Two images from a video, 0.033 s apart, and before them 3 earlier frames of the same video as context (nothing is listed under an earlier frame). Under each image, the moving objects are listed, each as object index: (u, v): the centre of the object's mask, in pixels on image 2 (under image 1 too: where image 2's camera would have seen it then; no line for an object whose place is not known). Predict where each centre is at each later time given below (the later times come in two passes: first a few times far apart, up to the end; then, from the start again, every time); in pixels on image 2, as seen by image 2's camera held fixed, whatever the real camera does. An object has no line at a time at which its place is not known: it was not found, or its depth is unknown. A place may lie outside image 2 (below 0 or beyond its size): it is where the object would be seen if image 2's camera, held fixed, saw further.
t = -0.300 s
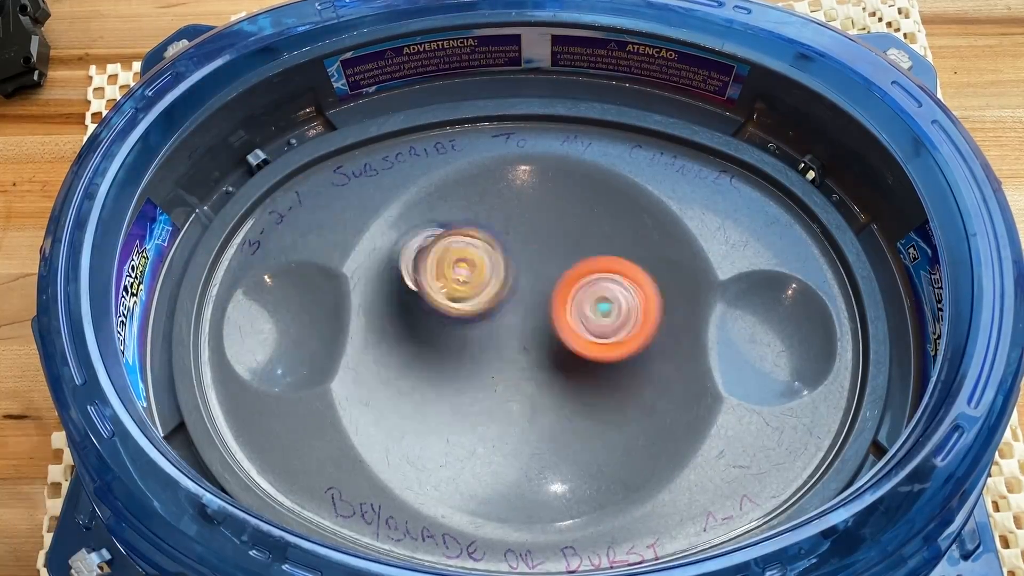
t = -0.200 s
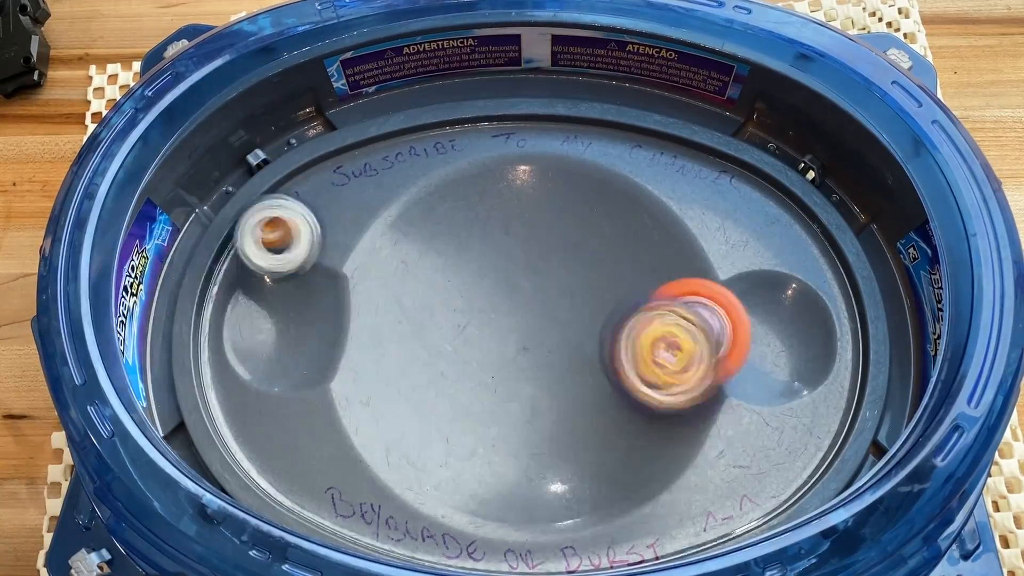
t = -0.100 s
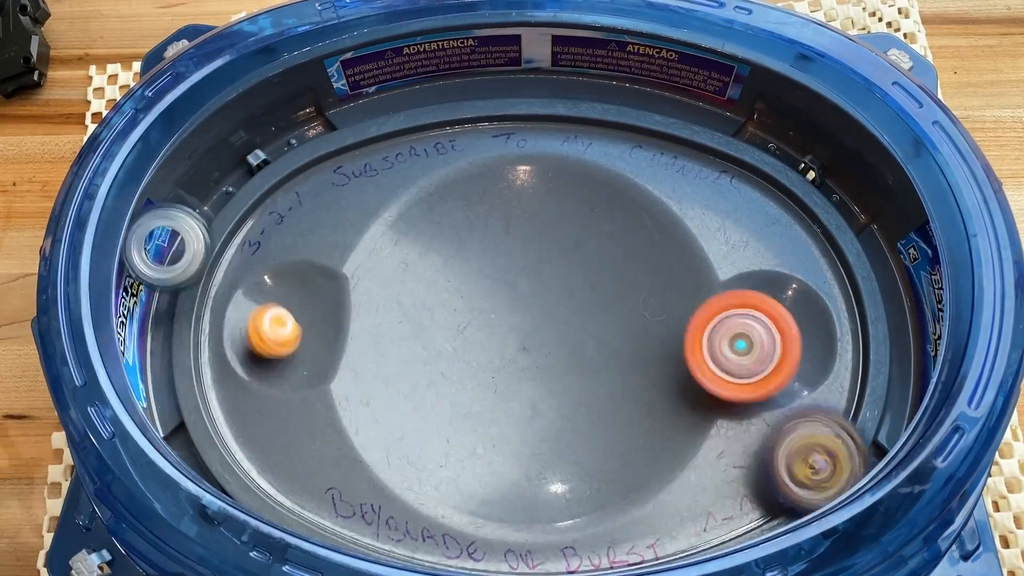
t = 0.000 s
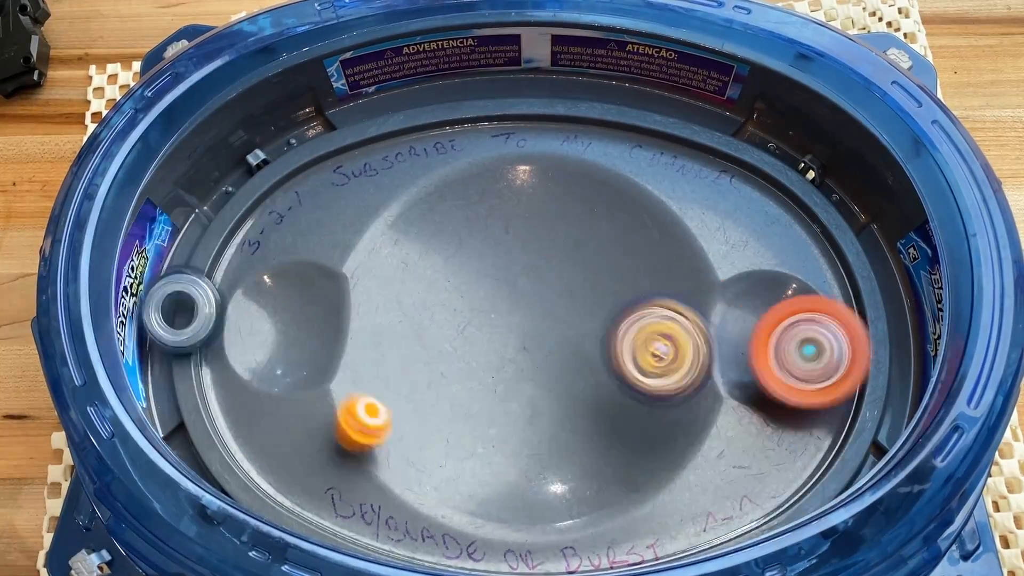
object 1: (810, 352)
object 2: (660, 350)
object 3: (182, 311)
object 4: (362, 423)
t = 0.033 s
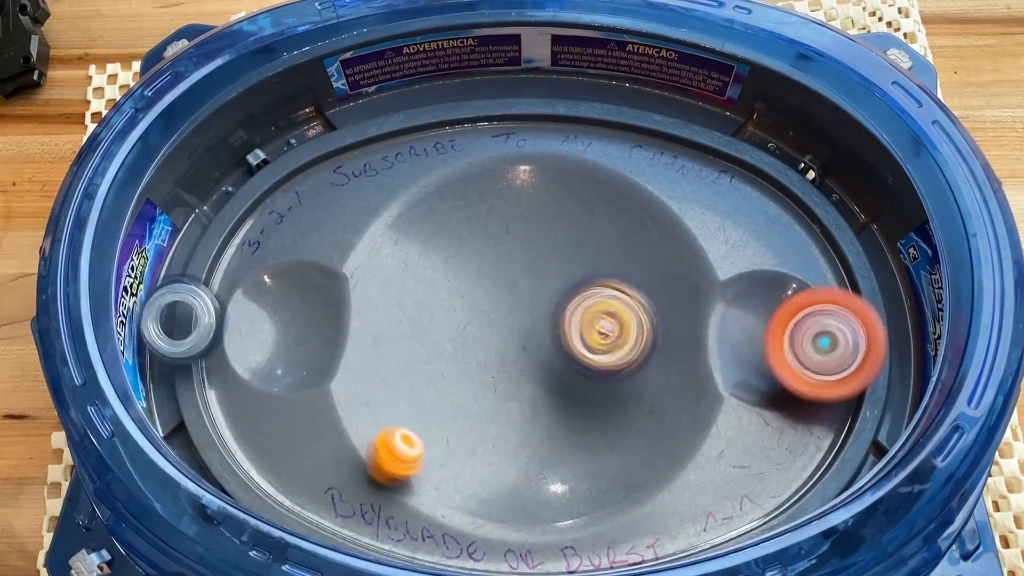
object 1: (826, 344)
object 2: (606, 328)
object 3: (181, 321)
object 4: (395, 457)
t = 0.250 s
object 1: (737, 315)
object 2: (314, 173)
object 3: (201, 419)
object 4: (616, 449)
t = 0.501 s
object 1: (779, 376)
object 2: (327, 307)
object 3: (444, 327)
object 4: (599, 217)
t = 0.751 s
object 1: (732, 319)
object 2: (614, 431)
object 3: (619, 320)
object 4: (776, 140)
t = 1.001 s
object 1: (588, 367)
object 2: (715, 460)
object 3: (569, 276)
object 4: (276, 79)
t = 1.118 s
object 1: (524, 398)
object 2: (732, 428)
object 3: (532, 244)
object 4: (212, 430)
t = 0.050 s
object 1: (829, 339)
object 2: (580, 319)
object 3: (184, 329)
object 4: (413, 467)
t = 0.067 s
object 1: (829, 333)
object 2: (555, 314)
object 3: (188, 339)
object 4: (430, 475)
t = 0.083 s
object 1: (828, 326)
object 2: (532, 307)
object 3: (194, 350)
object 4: (448, 485)
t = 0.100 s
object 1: (824, 319)
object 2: (507, 289)
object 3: (199, 359)
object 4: (465, 490)
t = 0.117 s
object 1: (819, 312)
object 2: (481, 270)
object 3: (199, 364)
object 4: (483, 494)
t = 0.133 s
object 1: (811, 305)
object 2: (456, 255)
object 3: (201, 371)
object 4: (499, 497)
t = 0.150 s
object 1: (802, 300)
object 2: (431, 240)
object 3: (205, 379)
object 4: (518, 495)
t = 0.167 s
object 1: (792, 297)
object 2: (408, 229)
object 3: (207, 387)
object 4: (535, 493)
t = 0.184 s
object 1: (781, 296)
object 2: (387, 213)
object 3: (207, 393)
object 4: (553, 488)
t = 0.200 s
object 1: (769, 298)
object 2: (368, 200)
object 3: (207, 400)
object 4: (570, 479)
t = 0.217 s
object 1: (758, 302)
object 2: (348, 187)
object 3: (206, 406)
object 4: (586, 471)
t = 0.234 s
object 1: (747, 308)
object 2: (330, 179)
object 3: (203, 413)
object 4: (601, 460)
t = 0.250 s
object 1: (737, 315)
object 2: (314, 173)
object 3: (201, 419)
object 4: (616, 449)
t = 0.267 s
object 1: (729, 323)
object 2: (301, 168)
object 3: (199, 424)
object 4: (630, 437)
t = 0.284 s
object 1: (723, 332)
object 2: (287, 168)
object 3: (199, 427)
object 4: (641, 421)
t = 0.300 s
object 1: (720, 340)
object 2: (276, 170)
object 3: (218, 423)
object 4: (652, 408)
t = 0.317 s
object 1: (718, 349)
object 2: (265, 175)
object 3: (240, 416)
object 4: (656, 394)
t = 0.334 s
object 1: (720, 356)
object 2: (259, 185)
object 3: (264, 410)
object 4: (635, 390)
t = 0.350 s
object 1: (721, 365)
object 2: (262, 197)
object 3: (288, 403)
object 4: (604, 386)
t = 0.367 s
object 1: (725, 369)
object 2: (263, 208)
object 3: (314, 399)
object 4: (574, 381)
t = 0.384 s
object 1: (729, 374)
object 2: (268, 220)
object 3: (338, 389)
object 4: (543, 370)
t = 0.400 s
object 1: (734, 378)
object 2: (274, 231)
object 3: (361, 377)
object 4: (513, 362)
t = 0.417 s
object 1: (740, 380)
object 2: (279, 244)
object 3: (384, 366)
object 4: (487, 353)
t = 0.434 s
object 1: (747, 382)
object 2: (286, 261)
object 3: (408, 355)
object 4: (464, 342)
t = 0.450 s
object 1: (755, 382)
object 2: (295, 273)
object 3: (418, 346)
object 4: (492, 308)
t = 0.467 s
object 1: (762, 381)
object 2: (305, 282)
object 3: (425, 338)
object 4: (527, 281)
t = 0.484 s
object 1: (770, 379)
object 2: (315, 293)
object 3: (434, 332)
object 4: (562, 251)
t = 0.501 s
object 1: (779, 376)
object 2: (327, 307)
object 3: (444, 327)
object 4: (599, 217)
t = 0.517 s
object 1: (786, 371)
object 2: (340, 321)
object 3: (454, 323)
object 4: (633, 187)
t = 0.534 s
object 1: (793, 365)
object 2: (355, 338)
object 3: (462, 322)
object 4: (671, 155)
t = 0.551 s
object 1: (800, 359)
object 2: (371, 353)
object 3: (473, 321)
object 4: (702, 125)
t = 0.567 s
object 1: (805, 351)
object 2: (389, 368)
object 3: (483, 321)
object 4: (730, 103)
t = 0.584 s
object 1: (810, 343)
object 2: (408, 384)
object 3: (492, 324)
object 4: (743, 114)
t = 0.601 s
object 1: (812, 333)
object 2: (429, 394)
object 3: (506, 319)
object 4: (752, 134)
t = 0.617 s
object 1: (811, 325)
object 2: (453, 405)
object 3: (522, 316)
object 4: (762, 161)
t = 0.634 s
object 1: (808, 317)
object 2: (475, 412)
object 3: (537, 317)
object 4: (771, 188)
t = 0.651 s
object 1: (801, 310)
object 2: (499, 420)
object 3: (551, 316)
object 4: (780, 217)
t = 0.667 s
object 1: (792, 305)
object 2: (520, 425)
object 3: (568, 317)
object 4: (788, 229)
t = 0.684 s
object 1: (780, 305)
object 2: (541, 429)
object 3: (583, 322)
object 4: (795, 220)
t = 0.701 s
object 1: (767, 308)
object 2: (563, 432)
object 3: (592, 319)
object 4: (795, 197)
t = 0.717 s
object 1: (753, 311)
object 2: (581, 433)
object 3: (601, 318)
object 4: (791, 173)
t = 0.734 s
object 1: (742, 314)
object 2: (599, 432)
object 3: (610, 319)
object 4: (781, 154)
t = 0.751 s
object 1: (732, 319)
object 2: (614, 431)
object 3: (619, 320)
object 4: (776, 140)
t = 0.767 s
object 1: (723, 325)
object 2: (627, 426)
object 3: (626, 323)
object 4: (769, 124)
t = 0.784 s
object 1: (717, 331)
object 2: (640, 430)
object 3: (630, 325)
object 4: (758, 112)
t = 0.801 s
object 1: (711, 338)
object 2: (650, 438)
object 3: (626, 318)
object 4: (744, 114)
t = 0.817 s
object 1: (704, 345)
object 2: (662, 448)
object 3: (625, 314)
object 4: (726, 127)
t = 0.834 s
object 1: (696, 350)
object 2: (673, 455)
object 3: (624, 306)
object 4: (708, 138)
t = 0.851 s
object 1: (685, 354)
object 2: (682, 464)
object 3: (621, 300)
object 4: (685, 146)
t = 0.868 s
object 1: (674, 355)
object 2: (690, 473)
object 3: (618, 297)
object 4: (668, 159)
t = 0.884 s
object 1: (662, 355)
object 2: (698, 480)
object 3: (613, 294)
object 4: (649, 172)
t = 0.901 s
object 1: (650, 353)
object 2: (705, 484)
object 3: (605, 292)
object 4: (629, 187)
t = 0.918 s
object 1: (637, 350)
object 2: (709, 485)
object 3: (596, 290)
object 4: (605, 202)
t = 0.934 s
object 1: (625, 347)
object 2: (713, 484)
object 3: (585, 286)
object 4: (584, 220)
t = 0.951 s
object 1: (613, 345)
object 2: (716, 481)
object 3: (576, 281)
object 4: (548, 225)
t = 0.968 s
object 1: (606, 353)
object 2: (715, 474)
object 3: (578, 283)
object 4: (456, 162)
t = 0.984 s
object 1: (597, 361)
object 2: (716, 467)
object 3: (574, 280)
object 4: (352, 94)
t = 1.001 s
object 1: (588, 367)
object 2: (715, 460)
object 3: (569, 276)
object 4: (276, 79)
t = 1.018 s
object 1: (577, 373)
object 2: (718, 454)
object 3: (564, 269)
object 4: (202, 118)
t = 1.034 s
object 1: (567, 377)
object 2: (719, 447)
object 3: (560, 262)
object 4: (158, 179)
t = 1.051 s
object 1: (558, 382)
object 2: (722, 441)
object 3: (552, 257)
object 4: (146, 231)
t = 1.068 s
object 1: (549, 386)
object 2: (725, 436)
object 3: (546, 254)
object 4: (164, 288)
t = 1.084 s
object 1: (540, 390)
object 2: (728, 431)
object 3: (542, 249)
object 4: (185, 348)
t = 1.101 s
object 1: (532, 394)
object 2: (731, 429)
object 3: (536, 246)
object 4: (199, 391)
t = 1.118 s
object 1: (524, 398)
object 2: (732, 428)
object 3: (532, 244)
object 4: (212, 430)
